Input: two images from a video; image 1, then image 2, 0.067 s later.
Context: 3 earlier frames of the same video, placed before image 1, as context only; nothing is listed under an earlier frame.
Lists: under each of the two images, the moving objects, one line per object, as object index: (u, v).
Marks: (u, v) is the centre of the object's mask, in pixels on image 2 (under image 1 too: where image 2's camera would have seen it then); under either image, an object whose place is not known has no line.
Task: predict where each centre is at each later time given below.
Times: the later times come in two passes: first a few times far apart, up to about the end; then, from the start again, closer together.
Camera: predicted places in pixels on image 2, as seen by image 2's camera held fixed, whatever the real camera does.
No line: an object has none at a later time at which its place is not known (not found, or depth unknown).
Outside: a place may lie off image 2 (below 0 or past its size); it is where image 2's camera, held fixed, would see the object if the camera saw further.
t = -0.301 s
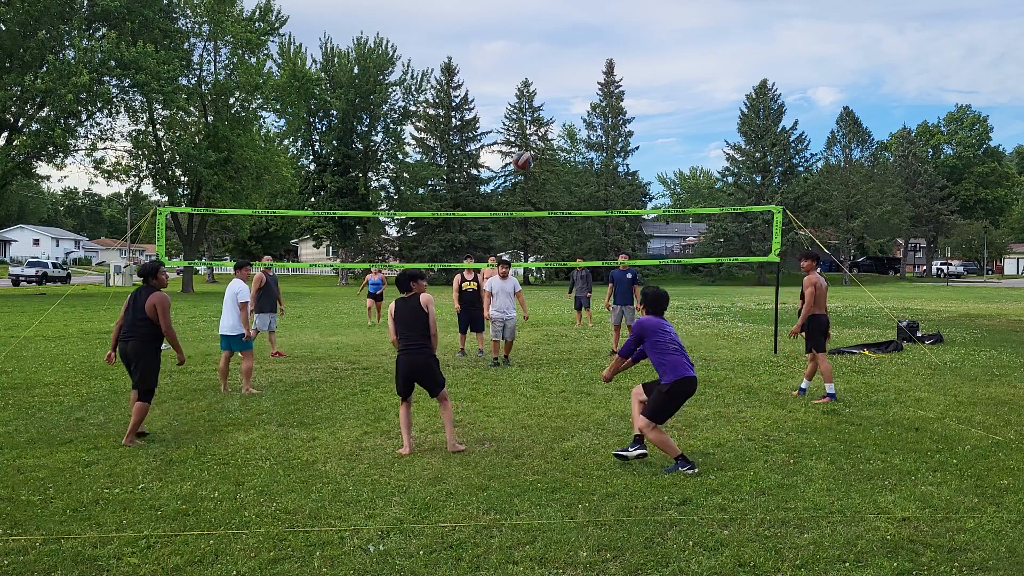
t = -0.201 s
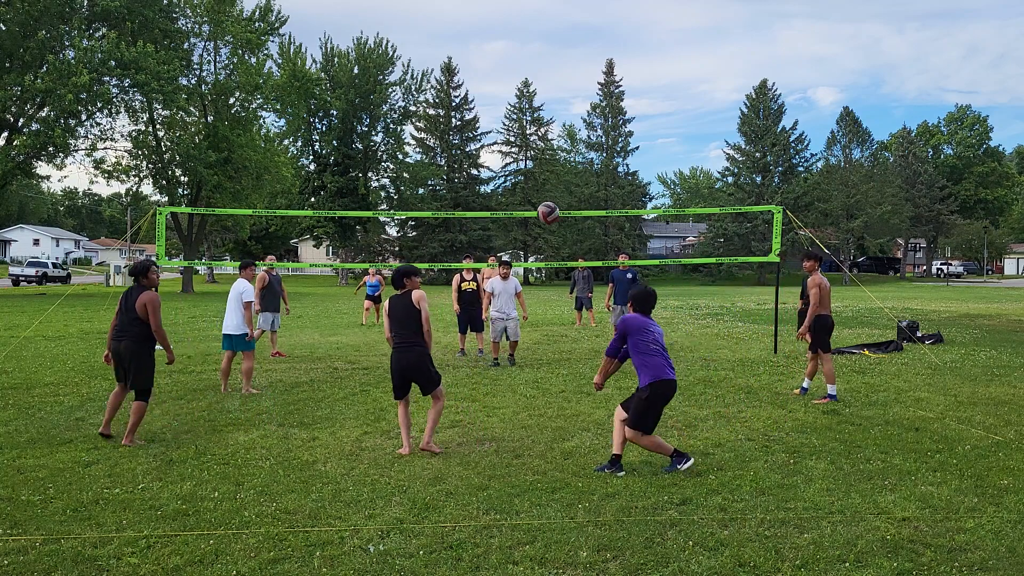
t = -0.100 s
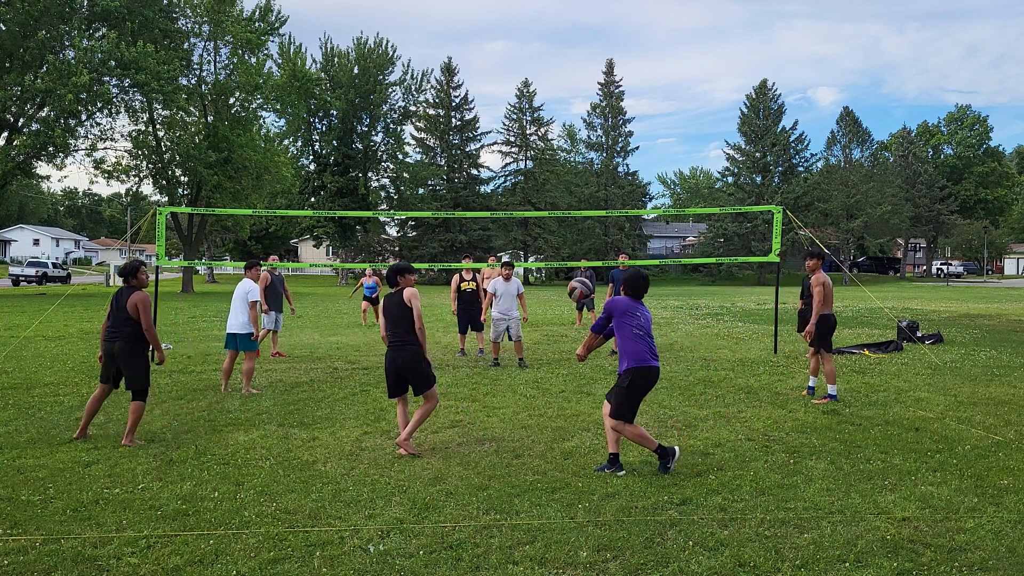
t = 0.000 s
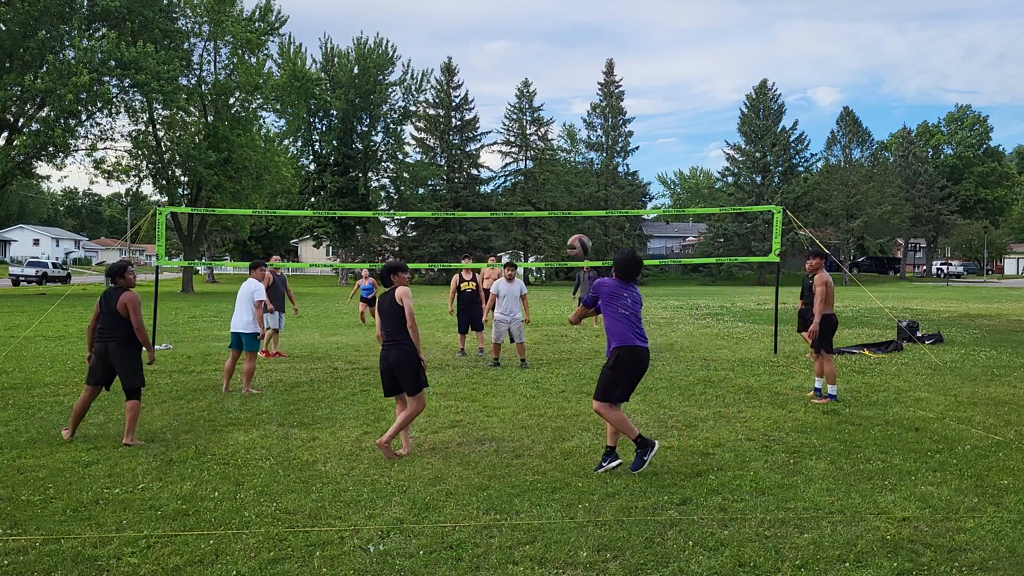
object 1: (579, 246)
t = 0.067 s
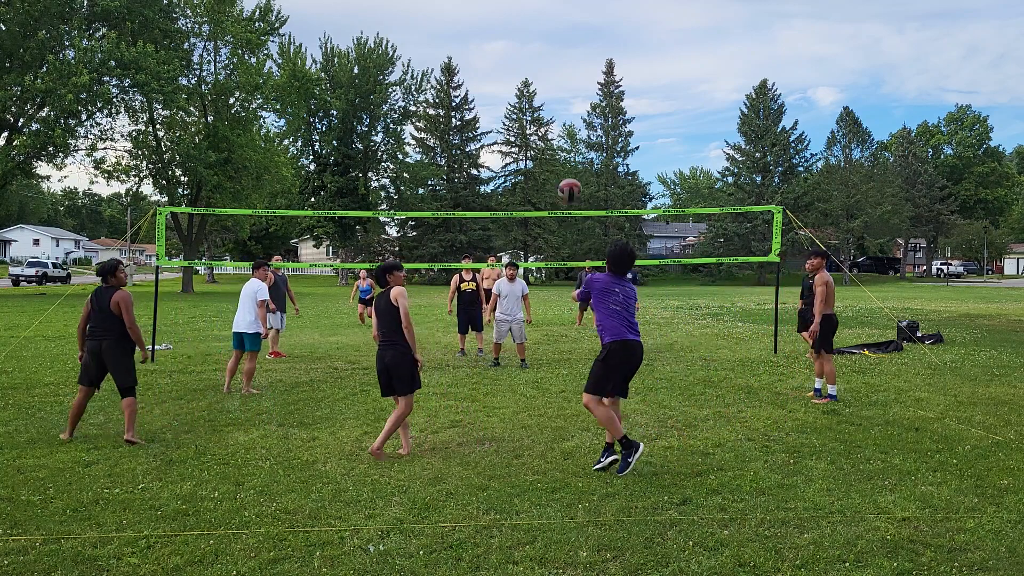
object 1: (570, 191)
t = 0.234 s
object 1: (550, 88)
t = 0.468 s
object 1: (531, 15)
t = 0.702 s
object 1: (516, 5)
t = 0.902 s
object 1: (507, 28)
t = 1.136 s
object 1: (497, 89)
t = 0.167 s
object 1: (557, 123)
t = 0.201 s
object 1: (554, 104)
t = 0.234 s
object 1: (550, 88)
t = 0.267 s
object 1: (547, 73)
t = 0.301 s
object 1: (544, 60)
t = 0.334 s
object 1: (541, 48)
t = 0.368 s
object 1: (538, 37)
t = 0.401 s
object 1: (535, 29)
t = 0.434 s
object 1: (533, 21)
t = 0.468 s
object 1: (531, 15)
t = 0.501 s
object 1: (529, 10)
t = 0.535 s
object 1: (526, 7)
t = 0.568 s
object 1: (524, 6)
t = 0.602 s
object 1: (522, 5)
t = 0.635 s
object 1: (520, 4)
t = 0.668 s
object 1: (518, 5)
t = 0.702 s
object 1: (516, 5)
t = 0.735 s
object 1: (515, 6)
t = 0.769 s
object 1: (513, 8)
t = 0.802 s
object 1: (511, 11)
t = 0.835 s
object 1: (510, 16)
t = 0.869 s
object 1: (508, 21)
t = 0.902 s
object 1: (507, 28)
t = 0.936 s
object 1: (505, 34)
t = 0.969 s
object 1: (504, 42)
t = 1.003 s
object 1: (503, 50)
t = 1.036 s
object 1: (501, 59)
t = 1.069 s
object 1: (500, 68)
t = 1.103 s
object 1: (499, 78)
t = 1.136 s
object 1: (497, 89)
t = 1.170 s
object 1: (496, 100)
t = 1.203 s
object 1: (495, 112)
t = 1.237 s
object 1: (493, 124)
